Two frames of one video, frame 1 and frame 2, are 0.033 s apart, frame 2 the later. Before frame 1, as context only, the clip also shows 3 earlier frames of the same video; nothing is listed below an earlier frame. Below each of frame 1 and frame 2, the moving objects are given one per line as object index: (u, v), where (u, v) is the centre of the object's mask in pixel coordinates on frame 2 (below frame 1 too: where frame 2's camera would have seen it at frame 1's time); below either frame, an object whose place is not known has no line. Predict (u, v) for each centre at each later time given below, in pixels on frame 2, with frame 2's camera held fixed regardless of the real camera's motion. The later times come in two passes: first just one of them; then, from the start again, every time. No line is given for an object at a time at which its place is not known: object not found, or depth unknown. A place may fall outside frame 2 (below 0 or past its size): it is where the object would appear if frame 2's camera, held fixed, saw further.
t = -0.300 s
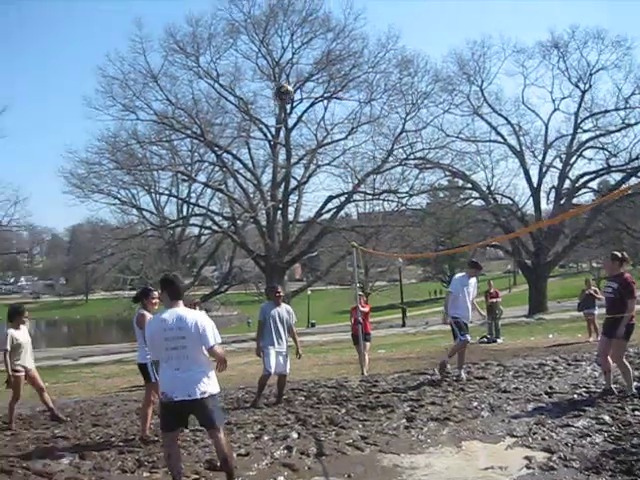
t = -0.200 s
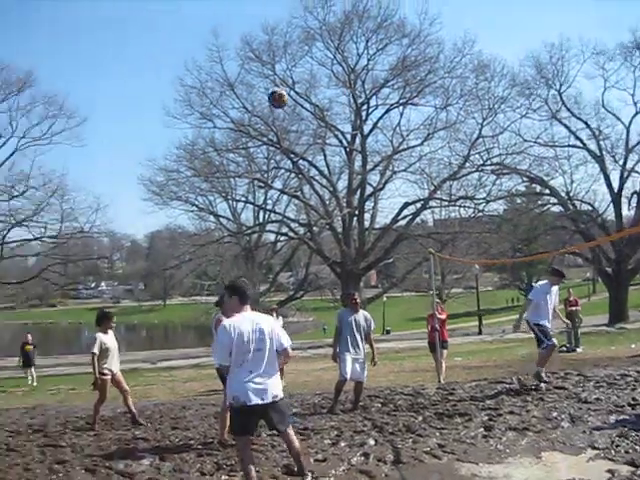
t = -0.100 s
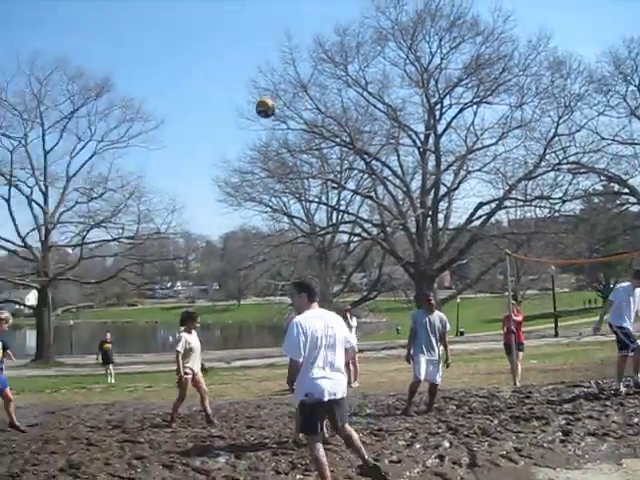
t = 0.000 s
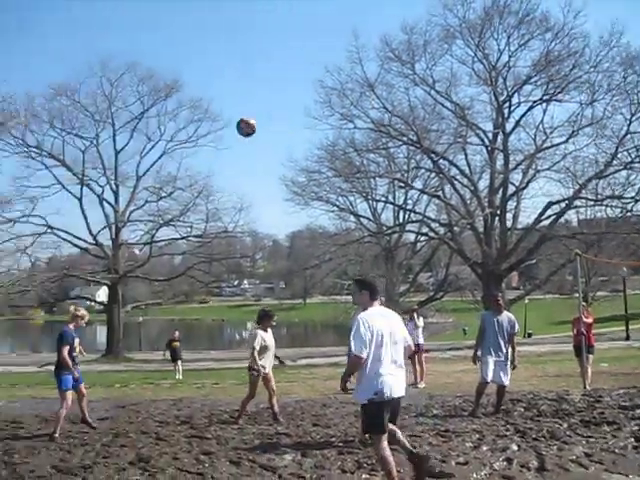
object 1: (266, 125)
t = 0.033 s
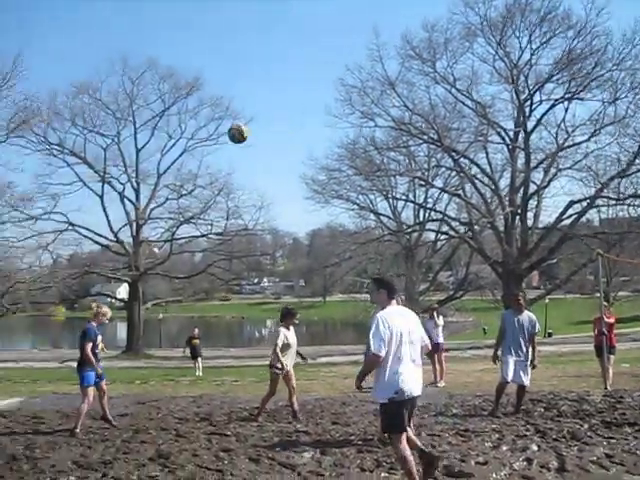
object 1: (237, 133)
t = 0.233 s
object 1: (67, 206)
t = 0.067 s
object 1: (209, 143)
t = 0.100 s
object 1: (180, 153)
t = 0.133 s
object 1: (151, 165)
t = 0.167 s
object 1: (124, 177)
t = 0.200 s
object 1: (94, 191)
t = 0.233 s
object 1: (67, 206)
